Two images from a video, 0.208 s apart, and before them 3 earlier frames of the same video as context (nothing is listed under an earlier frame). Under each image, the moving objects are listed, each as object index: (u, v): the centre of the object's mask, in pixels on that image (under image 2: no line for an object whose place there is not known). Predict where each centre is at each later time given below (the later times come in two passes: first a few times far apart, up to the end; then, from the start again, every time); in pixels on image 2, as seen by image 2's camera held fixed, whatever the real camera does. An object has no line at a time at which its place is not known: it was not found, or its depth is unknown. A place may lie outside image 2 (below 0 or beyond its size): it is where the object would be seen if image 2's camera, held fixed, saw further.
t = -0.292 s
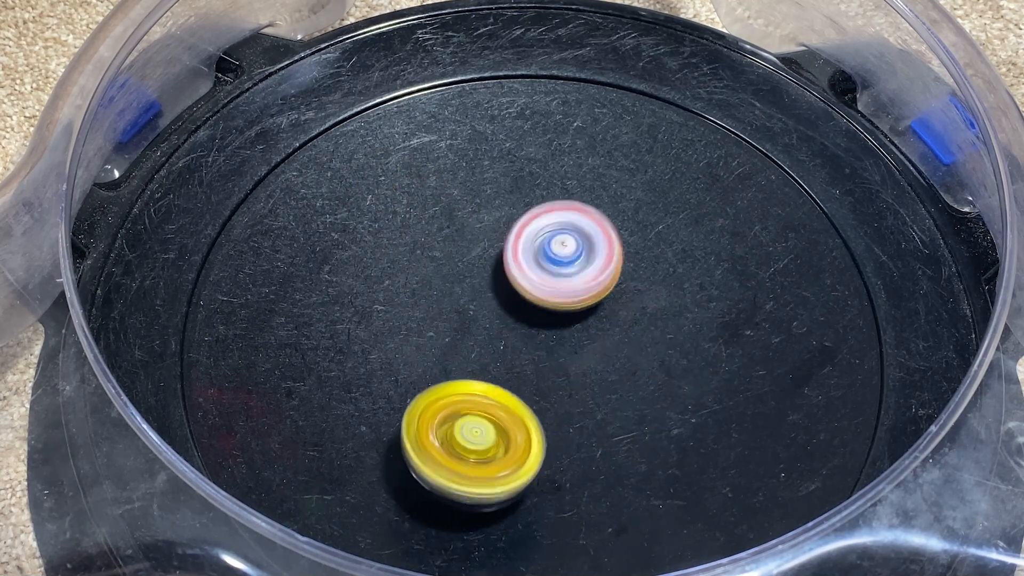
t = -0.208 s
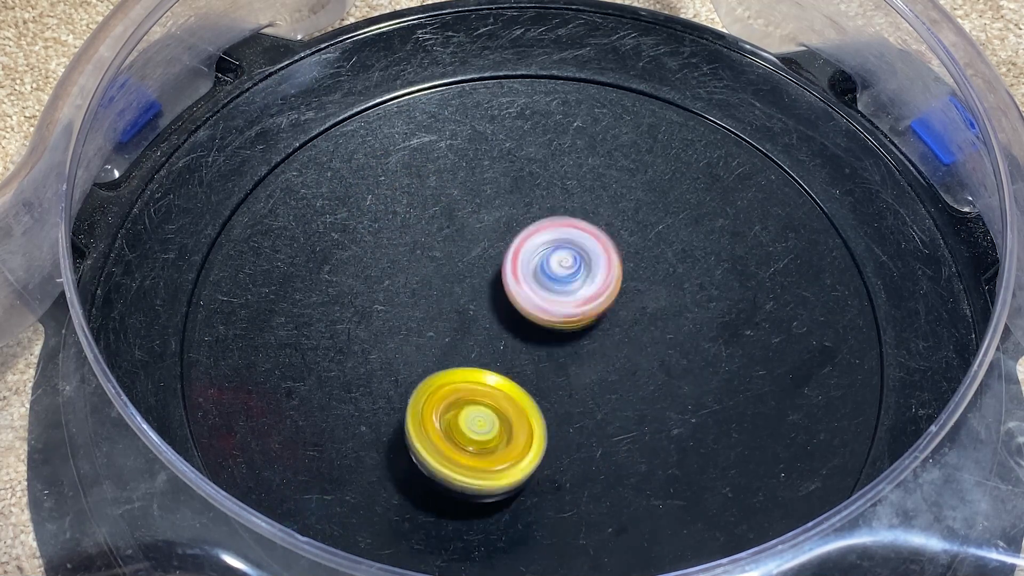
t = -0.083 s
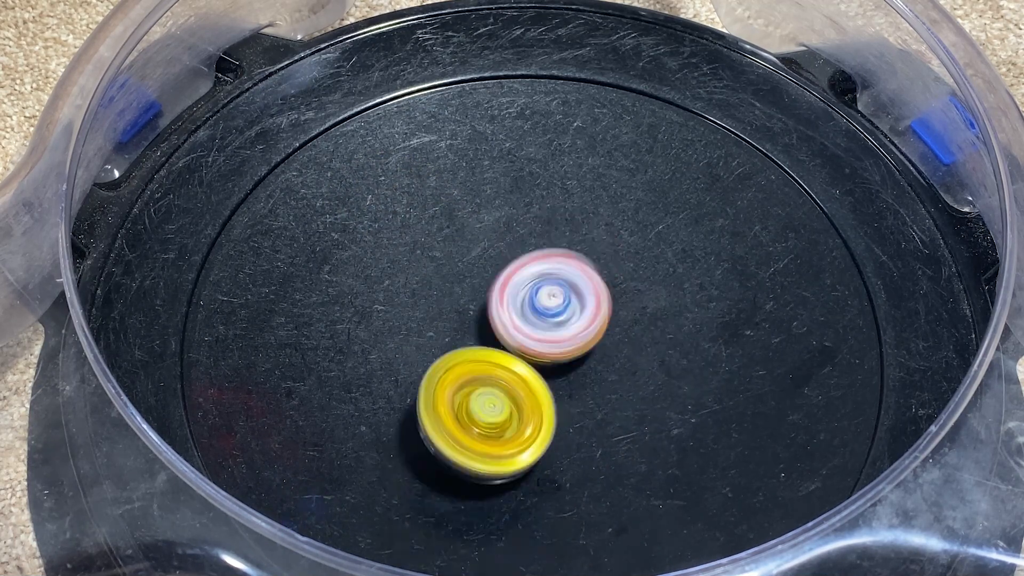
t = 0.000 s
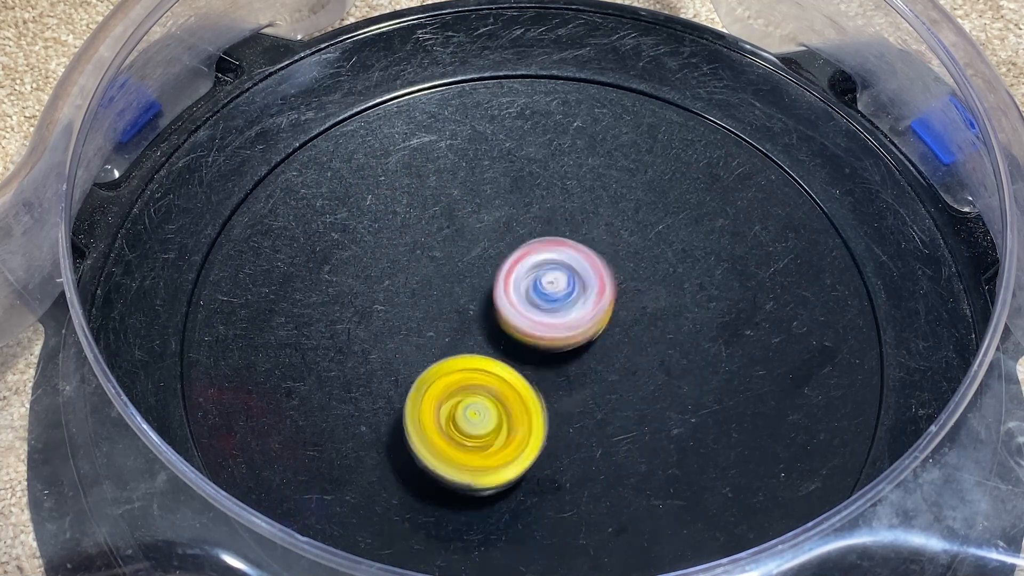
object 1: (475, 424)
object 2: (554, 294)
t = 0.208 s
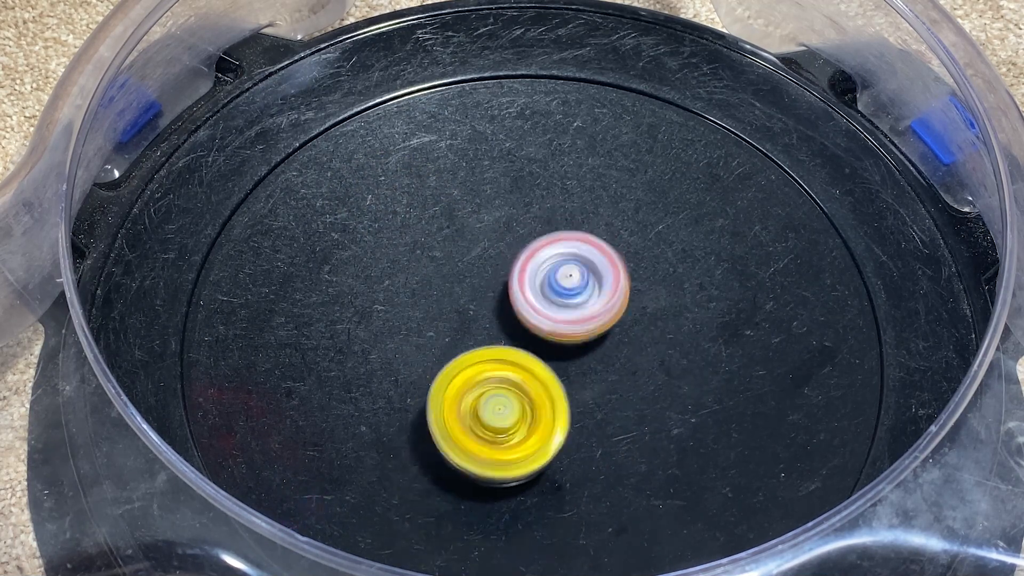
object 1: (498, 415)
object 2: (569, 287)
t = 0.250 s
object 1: (506, 413)
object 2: (568, 291)
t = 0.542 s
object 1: (549, 439)
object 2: (560, 260)
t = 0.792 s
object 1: (581, 448)
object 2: (552, 289)
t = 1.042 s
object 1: (590, 437)
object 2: (478, 330)
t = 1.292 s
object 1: (593, 405)
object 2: (470, 311)
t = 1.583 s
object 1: (630, 386)
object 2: (513, 279)
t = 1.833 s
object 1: (657, 379)
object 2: (528, 289)
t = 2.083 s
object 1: (660, 372)
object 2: (503, 276)
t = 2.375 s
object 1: (632, 349)
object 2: (501, 328)
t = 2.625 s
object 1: (615, 318)
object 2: (464, 344)
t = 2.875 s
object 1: (619, 287)
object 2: (492, 341)
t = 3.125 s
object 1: (637, 278)
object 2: (473, 353)
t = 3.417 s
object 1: (626, 292)
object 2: (503, 366)
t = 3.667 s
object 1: (611, 290)
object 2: (451, 359)
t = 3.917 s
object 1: (620, 265)
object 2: (469, 369)
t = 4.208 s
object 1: (605, 247)
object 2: (514, 386)
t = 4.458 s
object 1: (587, 248)
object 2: (582, 378)
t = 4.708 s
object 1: (557, 256)
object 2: (596, 376)
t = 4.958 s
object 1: (509, 227)
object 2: (582, 397)
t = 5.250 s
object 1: (489, 218)
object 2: (539, 345)
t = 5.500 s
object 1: (490, 220)
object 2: (575, 339)
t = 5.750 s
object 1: (483, 246)
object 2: (529, 357)
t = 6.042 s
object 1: (461, 251)
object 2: (516, 368)
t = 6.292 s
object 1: (444, 260)
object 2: (557, 346)
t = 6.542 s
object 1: (440, 276)
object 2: (575, 381)
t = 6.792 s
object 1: (439, 290)
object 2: (556, 373)
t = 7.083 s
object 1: (437, 306)
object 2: (551, 421)
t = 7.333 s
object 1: (438, 317)
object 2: (577, 356)
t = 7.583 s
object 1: (445, 334)
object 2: (627, 342)
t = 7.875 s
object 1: (450, 355)
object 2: (580, 338)
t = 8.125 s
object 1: (446, 358)
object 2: (614, 337)
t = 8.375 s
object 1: (443, 364)
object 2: (584, 329)
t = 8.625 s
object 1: (460, 376)
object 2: (566, 291)
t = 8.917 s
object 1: (476, 388)
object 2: (558, 288)
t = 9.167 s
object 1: (480, 398)
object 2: (563, 290)
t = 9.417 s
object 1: (486, 403)
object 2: (563, 311)
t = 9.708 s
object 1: (487, 406)
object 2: (579, 282)
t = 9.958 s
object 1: (504, 409)
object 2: (614, 286)
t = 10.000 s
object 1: (506, 410)
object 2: (610, 297)
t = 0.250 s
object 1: (506, 413)
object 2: (568, 291)
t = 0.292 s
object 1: (514, 411)
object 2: (567, 298)
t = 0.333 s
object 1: (523, 410)
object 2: (561, 302)
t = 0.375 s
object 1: (527, 420)
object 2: (555, 296)
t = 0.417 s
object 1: (529, 432)
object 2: (553, 280)
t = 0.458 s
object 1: (533, 436)
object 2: (554, 269)
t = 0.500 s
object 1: (541, 437)
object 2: (557, 264)
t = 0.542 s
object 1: (549, 439)
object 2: (560, 260)
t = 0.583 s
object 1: (556, 441)
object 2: (561, 260)
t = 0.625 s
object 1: (562, 443)
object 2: (561, 261)
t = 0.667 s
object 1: (568, 444)
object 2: (560, 264)
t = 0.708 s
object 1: (573, 446)
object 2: (557, 270)
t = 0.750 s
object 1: (577, 447)
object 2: (555, 279)
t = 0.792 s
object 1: (581, 448)
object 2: (552, 289)
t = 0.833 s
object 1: (584, 447)
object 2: (546, 299)
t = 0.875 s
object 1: (586, 445)
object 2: (537, 311)
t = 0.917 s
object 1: (587, 444)
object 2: (524, 321)
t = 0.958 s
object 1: (589, 442)
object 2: (508, 328)
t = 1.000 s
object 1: (589, 440)
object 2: (492, 331)
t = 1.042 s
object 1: (590, 437)
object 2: (478, 330)
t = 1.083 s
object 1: (590, 434)
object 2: (466, 328)
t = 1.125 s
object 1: (590, 430)
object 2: (456, 322)
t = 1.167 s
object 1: (590, 425)
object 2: (454, 316)
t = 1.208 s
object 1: (591, 419)
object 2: (456, 313)
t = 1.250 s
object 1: (592, 412)
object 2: (461, 310)
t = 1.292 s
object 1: (593, 405)
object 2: (470, 311)
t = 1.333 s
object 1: (595, 399)
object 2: (480, 312)
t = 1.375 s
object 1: (596, 393)
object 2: (492, 312)
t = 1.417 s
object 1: (601, 389)
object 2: (501, 313)
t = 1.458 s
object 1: (616, 395)
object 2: (496, 299)
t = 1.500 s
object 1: (622, 396)
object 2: (496, 287)
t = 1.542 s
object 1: (626, 391)
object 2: (503, 282)
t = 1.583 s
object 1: (630, 386)
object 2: (513, 279)
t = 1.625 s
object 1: (635, 382)
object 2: (525, 279)
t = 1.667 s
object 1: (640, 378)
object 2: (537, 285)
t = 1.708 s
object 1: (644, 375)
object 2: (545, 296)
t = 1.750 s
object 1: (650, 375)
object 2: (544, 303)
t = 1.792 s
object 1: (655, 380)
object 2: (537, 296)
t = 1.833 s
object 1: (657, 379)
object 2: (528, 289)
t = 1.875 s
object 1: (660, 378)
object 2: (520, 283)
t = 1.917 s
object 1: (661, 376)
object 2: (514, 280)
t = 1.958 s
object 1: (662, 375)
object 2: (508, 276)
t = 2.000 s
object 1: (662, 374)
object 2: (505, 274)
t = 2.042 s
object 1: (661, 373)
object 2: (503, 274)
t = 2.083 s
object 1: (660, 372)
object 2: (503, 276)
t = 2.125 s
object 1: (657, 370)
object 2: (503, 280)
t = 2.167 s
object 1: (654, 368)
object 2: (504, 284)
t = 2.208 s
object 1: (650, 365)
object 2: (505, 290)
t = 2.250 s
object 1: (645, 361)
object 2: (506, 297)
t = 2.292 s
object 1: (641, 357)
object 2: (508, 306)
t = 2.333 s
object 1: (636, 353)
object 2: (507, 317)
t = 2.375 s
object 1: (632, 349)
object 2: (501, 328)
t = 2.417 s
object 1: (628, 344)
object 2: (491, 337)
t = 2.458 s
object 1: (624, 339)
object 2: (482, 343)
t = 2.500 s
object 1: (622, 334)
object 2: (473, 347)
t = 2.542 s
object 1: (619, 328)
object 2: (468, 347)
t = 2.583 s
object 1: (617, 323)
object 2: (464, 346)
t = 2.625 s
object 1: (615, 318)
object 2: (464, 344)
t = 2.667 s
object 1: (614, 313)
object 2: (463, 343)
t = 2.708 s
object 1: (613, 307)
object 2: (465, 341)
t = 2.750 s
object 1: (612, 302)
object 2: (470, 338)
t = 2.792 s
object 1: (612, 297)
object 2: (478, 339)
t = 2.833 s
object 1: (613, 293)
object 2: (489, 339)
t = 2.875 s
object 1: (619, 287)
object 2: (492, 341)
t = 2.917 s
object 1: (628, 283)
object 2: (484, 347)
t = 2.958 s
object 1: (630, 281)
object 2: (477, 350)
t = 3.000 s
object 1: (631, 279)
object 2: (473, 353)
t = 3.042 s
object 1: (633, 277)
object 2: (471, 354)
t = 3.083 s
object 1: (635, 277)
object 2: (471, 355)
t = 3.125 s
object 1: (637, 278)
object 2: (473, 353)
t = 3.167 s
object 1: (637, 279)
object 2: (475, 353)
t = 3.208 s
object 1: (636, 281)
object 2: (479, 352)
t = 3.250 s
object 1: (634, 284)
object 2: (484, 352)
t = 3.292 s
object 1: (631, 287)
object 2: (491, 352)
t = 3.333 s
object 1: (627, 290)
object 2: (499, 354)
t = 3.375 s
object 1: (622, 293)
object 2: (508, 358)
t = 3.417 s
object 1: (626, 292)
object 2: (503, 366)
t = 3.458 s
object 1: (634, 289)
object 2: (485, 381)
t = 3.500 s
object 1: (633, 290)
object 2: (472, 387)
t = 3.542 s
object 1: (628, 291)
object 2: (459, 388)
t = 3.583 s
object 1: (623, 290)
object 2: (449, 382)
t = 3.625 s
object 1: (617, 290)
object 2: (447, 371)
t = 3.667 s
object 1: (611, 290)
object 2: (451, 359)
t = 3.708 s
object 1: (606, 289)
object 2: (462, 349)
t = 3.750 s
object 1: (600, 288)
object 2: (478, 341)
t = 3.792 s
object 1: (609, 279)
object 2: (475, 346)
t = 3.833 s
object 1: (622, 270)
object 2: (466, 358)
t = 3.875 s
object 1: (625, 267)
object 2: (465, 365)
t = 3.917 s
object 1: (620, 265)
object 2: (469, 369)
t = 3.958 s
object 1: (617, 261)
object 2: (474, 372)
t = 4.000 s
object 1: (614, 258)
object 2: (477, 377)
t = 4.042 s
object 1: (612, 254)
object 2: (481, 382)
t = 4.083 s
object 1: (610, 252)
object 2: (488, 385)
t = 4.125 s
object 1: (609, 249)
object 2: (496, 387)
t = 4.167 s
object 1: (606, 248)
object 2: (505, 387)
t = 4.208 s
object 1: (605, 247)
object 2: (514, 386)
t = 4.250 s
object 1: (603, 246)
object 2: (525, 383)
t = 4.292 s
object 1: (600, 246)
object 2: (535, 382)
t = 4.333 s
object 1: (598, 246)
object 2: (546, 380)
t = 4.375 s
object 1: (595, 246)
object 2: (558, 377)
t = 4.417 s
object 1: (592, 247)
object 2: (571, 377)
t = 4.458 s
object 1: (587, 248)
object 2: (582, 378)
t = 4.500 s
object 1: (584, 250)
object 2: (589, 381)
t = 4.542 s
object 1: (579, 251)
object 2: (593, 381)
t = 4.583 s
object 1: (573, 252)
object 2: (596, 382)
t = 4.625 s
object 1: (568, 254)
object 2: (598, 381)
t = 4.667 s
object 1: (563, 255)
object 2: (598, 379)
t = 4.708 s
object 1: (557, 256)
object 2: (596, 376)
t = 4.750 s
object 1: (551, 257)
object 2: (593, 372)
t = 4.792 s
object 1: (546, 257)
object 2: (588, 367)
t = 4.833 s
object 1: (539, 255)
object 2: (583, 365)
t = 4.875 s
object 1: (527, 239)
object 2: (587, 382)
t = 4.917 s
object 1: (517, 230)
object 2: (586, 393)
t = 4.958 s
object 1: (509, 227)
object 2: (582, 397)
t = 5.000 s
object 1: (504, 225)
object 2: (575, 399)
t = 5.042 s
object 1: (500, 223)
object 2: (566, 399)
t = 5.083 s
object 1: (497, 222)
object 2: (556, 395)
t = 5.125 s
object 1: (493, 220)
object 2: (547, 388)
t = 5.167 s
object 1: (491, 219)
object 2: (540, 374)
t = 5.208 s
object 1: (490, 218)
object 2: (537, 359)
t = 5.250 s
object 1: (489, 218)
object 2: (539, 345)
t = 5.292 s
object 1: (489, 219)
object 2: (544, 332)
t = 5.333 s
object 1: (488, 219)
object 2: (551, 322)
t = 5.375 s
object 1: (488, 219)
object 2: (561, 315)
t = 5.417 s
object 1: (490, 215)
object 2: (571, 323)
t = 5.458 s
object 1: (491, 217)
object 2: (576, 332)
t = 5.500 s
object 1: (490, 220)
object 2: (575, 339)
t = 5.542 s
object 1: (490, 222)
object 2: (572, 346)
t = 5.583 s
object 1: (490, 227)
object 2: (568, 350)
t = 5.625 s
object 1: (488, 231)
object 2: (561, 355)
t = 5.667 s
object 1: (488, 237)
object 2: (553, 359)
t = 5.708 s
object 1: (485, 241)
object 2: (540, 361)
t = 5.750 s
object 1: (483, 246)
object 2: (529, 357)
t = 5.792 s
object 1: (480, 246)
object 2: (520, 361)
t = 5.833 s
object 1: (478, 242)
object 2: (516, 373)
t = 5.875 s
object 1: (477, 241)
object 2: (514, 378)
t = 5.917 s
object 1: (473, 244)
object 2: (512, 378)
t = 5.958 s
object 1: (469, 247)
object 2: (512, 377)
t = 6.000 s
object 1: (465, 249)
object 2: (513, 373)
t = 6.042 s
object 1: (461, 251)
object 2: (516, 368)
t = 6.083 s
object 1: (457, 253)
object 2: (518, 363)
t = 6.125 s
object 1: (453, 254)
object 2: (522, 358)
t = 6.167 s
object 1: (450, 255)
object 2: (526, 352)
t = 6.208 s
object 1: (447, 256)
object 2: (534, 344)
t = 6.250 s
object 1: (445, 257)
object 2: (546, 344)
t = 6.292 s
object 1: (444, 260)
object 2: (557, 346)
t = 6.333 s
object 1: (442, 263)
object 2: (567, 349)
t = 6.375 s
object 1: (442, 265)
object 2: (575, 355)
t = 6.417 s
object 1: (441, 267)
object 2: (580, 360)
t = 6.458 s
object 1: (440, 269)
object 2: (582, 368)
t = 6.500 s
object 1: (440, 273)
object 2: (580, 375)
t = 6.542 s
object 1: (440, 276)
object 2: (575, 381)
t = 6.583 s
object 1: (440, 280)
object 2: (563, 383)
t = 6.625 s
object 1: (440, 283)
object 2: (551, 378)
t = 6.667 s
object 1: (440, 287)
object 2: (543, 370)
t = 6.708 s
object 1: (439, 289)
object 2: (541, 365)
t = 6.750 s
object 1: (442, 289)
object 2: (543, 365)
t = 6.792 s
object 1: (439, 290)
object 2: (556, 373)
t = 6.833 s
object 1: (441, 290)
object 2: (568, 385)
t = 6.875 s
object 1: (441, 295)
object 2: (577, 398)
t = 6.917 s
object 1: (439, 298)
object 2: (579, 408)
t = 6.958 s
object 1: (438, 299)
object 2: (577, 417)
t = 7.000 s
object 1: (438, 302)
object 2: (572, 423)
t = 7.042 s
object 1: (437, 304)
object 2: (563, 426)
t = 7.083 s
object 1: (437, 306)
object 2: (551, 421)
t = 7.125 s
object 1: (436, 308)
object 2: (540, 409)
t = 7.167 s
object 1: (436, 310)
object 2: (536, 397)
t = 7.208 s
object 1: (434, 310)
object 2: (539, 384)
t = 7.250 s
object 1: (437, 310)
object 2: (553, 373)
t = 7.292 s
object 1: (439, 315)
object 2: (565, 364)
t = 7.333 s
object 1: (438, 317)
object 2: (577, 356)
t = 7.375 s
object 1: (440, 319)
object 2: (591, 350)
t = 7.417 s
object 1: (441, 322)
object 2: (601, 347)
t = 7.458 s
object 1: (442, 325)
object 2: (610, 344)
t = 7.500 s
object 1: (443, 328)
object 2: (619, 342)
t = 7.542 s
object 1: (444, 331)
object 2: (624, 342)
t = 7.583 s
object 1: (445, 334)
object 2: (627, 342)
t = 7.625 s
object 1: (446, 337)
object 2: (628, 343)
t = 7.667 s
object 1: (448, 341)
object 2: (626, 343)
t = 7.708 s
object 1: (448, 344)
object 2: (622, 344)
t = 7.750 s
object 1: (450, 347)
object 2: (614, 343)
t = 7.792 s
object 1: (450, 350)
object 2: (603, 342)
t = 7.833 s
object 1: (451, 353)
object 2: (591, 340)
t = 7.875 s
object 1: (450, 355)
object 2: (580, 338)
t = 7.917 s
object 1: (441, 354)
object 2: (593, 334)
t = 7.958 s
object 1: (443, 353)
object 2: (602, 332)
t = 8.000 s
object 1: (445, 353)
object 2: (608, 331)
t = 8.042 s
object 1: (445, 357)
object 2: (614, 332)
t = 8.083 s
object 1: (444, 358)
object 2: (614, 335)
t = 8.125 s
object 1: (446, 358)
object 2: (614, 337)
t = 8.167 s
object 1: (447, 360)
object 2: (610, 340)
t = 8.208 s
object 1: (448, 361)
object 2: (604, 341)
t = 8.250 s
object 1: (450, 361)
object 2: (595, 341)
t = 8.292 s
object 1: (454, 362)
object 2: (581, 339)
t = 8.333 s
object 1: (446, 364)
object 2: (582, 335)
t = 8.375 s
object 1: (443, 364)
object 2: (584, 329)
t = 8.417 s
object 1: (447, 364)
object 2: (579, 323)
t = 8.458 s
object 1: (452, 368)
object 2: (576, 317)
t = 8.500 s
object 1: (451, 370)
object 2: (572, 311)
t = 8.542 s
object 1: (454, 370)
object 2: (569, 304)
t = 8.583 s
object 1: (458, 373)
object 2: (567, 297)
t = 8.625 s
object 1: (460, 376)
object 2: (566, 291)
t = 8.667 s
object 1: (461, 377)
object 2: (566, 287)
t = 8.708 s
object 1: (465, 379)
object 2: (566, 283)
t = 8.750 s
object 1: (467, 381)
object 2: (566, 282)
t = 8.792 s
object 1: (470, 383)
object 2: (565, 280)
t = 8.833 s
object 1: (472, 385)
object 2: (564, 282)
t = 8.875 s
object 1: (474, 387)
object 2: (561, 284)
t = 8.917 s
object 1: (476, 388)
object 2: (558, 288)
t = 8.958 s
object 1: (479, 390)
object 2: (554, 293)
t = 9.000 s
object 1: (480, 391)
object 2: (550, 297)
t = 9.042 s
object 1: (479, 395)
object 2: (550, 297)
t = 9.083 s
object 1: (473, 398)
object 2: (555, 290)
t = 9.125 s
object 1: (476, 396)
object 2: (559, 291)
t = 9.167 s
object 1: (480, 398)
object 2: (563, 290)
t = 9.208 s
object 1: (481, 401)
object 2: (567, 290)
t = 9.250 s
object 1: (480, 400)
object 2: (569, 293)
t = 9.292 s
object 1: (484, 400)
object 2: (571, 298)
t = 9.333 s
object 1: (486, 400)
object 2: (569, 303)
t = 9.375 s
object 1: (488, 401)
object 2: (566, 309)
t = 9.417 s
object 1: (486, 403)
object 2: (563, 311)
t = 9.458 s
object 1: (481, 401)
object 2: (564, 309)
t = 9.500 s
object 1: (486, 397)
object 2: (565, 308)
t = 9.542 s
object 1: (494, 399)
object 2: (565, 308)
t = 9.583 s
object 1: (494, 401)
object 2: (564, 309)
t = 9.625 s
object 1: (493, 403)
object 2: (564, 306)
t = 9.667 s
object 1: (486, 408)
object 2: (571, 292)
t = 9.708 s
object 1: (487, 406)
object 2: (579, 282)
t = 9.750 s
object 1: (491, 405)
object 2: (587, 274)
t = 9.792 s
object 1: (495, 407)
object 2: (597, 268)
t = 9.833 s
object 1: (496, 409)
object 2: (606, 267)
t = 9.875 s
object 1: (497, 408)
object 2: (612, 270)
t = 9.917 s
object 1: (501, 408)
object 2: (615, 277)
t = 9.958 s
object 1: (504, 409)
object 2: (614, 286)
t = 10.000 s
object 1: (506, 410)
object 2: (610, 297)
